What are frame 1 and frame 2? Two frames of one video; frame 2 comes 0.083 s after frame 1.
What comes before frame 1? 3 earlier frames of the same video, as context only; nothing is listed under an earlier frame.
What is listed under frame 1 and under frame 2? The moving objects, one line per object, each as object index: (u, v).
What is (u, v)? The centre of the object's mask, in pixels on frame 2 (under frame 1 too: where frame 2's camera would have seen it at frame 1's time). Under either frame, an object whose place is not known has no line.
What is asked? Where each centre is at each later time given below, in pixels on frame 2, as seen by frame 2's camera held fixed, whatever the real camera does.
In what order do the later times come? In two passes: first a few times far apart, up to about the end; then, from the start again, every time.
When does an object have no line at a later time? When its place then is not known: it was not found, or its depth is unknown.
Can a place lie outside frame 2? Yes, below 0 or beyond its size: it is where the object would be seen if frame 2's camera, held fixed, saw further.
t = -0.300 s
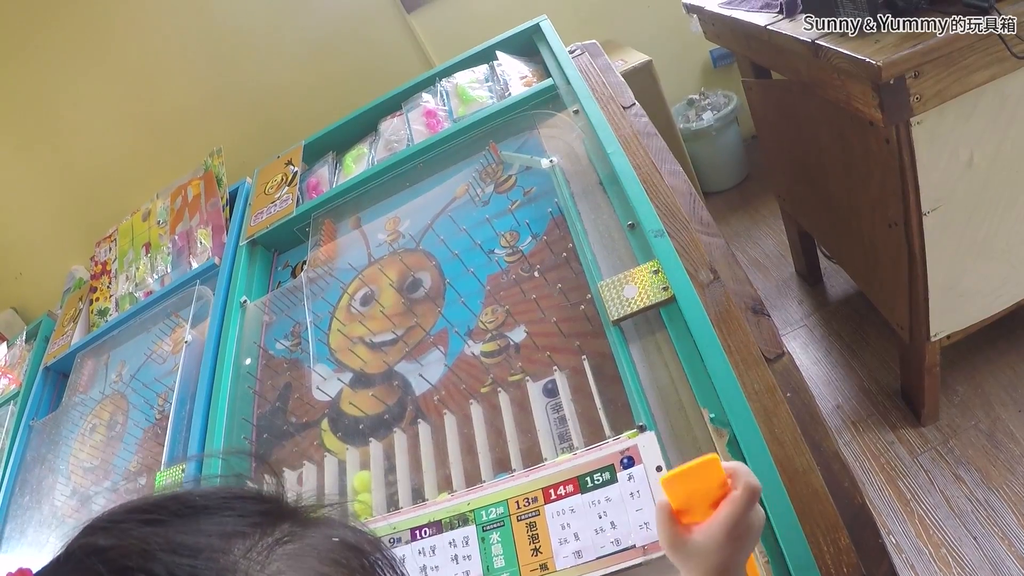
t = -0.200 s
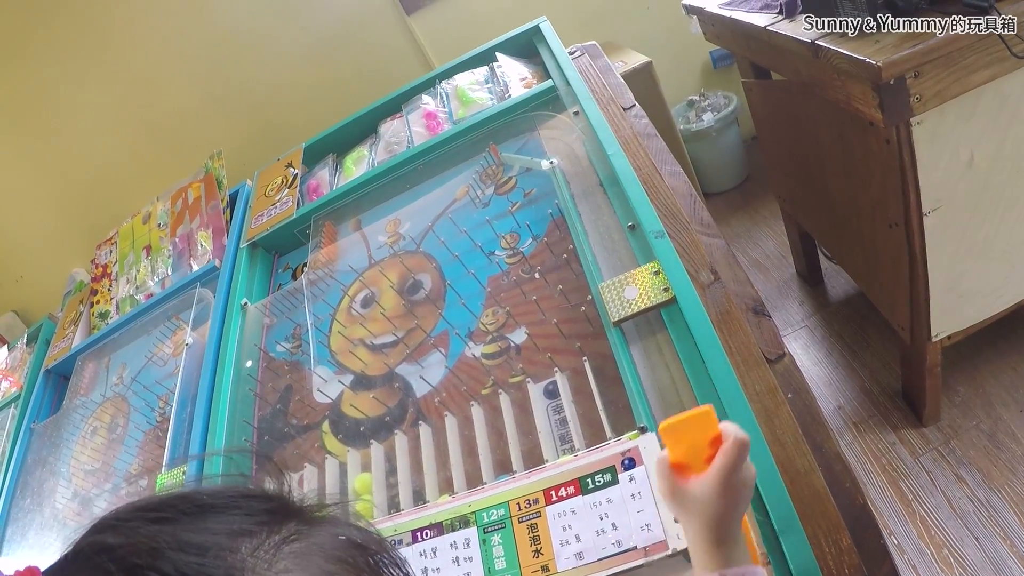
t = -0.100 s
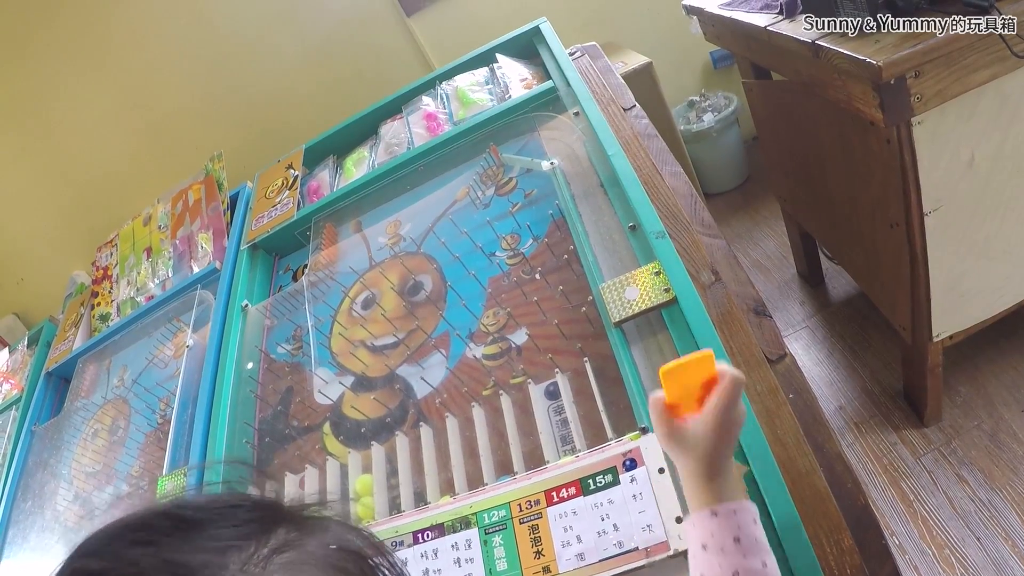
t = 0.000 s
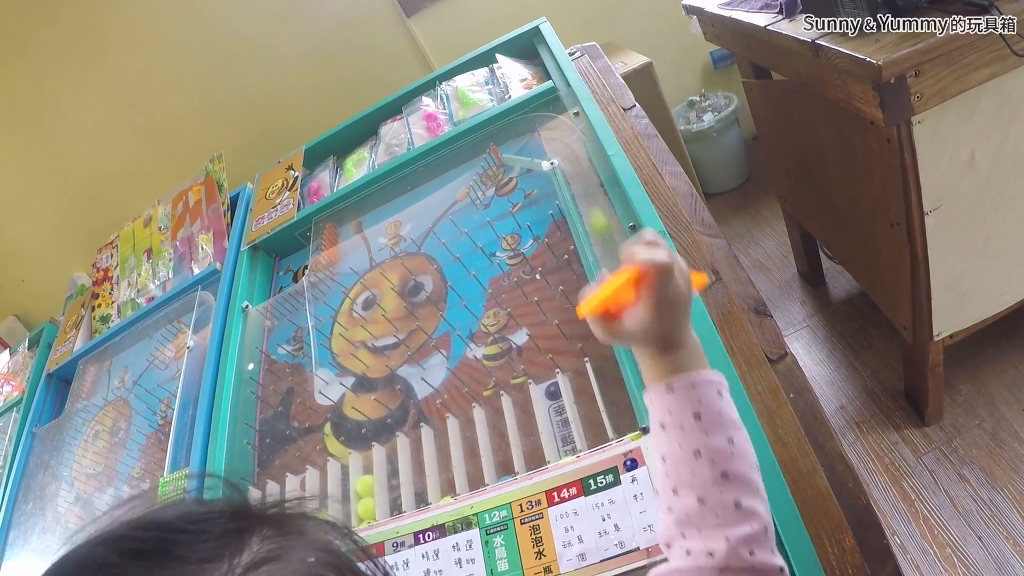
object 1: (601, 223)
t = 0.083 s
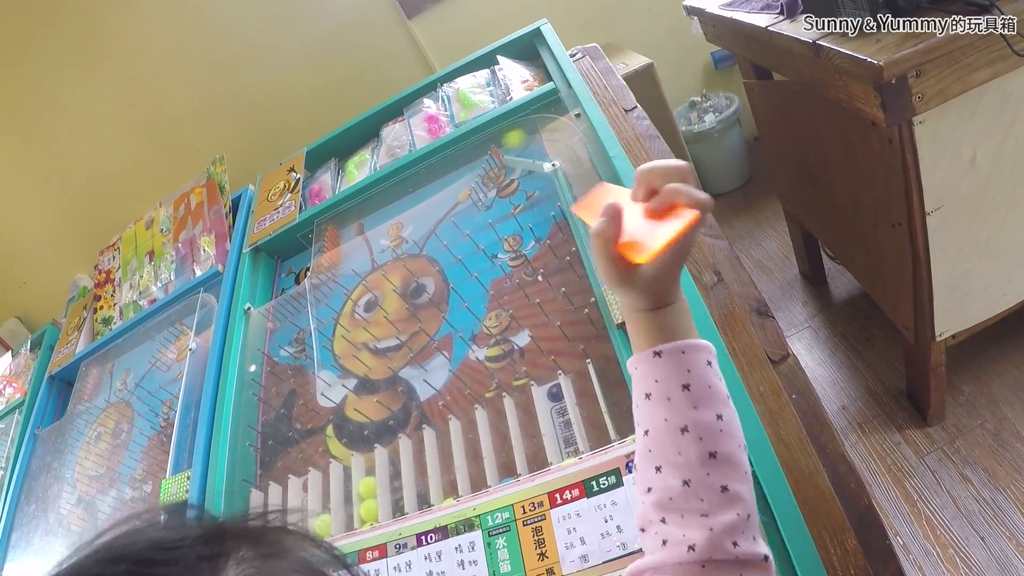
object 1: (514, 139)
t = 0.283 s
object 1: (369, 256)
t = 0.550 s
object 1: (349, 246)
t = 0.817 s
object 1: (323, 300)
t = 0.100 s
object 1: (488, 148)
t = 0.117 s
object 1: (467, 161)
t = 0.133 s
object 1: (446, 174)
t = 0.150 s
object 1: (424, 185)
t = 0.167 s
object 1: (403, 196)
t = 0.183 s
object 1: (383, 209)
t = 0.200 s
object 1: (363, 220)
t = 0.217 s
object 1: (346, 231)
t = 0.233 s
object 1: (342, 235)
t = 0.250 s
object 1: (348, 239)
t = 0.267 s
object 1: (358, 247)
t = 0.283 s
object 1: (369, 256)
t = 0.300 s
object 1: (376, 260)
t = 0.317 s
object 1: (372, 248)
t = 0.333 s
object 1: (370, 240)
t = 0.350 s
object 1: (368, 233)
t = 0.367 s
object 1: (366, 226)
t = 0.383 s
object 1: (364, 220)
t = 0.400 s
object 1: (362, 218)
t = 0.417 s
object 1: (361, 220)
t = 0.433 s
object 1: (360, 222)
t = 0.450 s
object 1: (358, 225)
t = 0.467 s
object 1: (357, 227)
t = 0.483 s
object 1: (355, 231)
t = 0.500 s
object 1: (354, 233)
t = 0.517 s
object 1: (352, 237)
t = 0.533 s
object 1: (350, 242)
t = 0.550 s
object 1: (349, 246)
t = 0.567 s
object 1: (347, 251)
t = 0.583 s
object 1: (345, 256)
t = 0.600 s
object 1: (344, 261)
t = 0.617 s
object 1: (342, 267)
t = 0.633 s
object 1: (340, 272)
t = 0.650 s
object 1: (338, 279)
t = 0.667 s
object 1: (336, 286)
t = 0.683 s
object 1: (334, 292)
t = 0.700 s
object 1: (332, 299)
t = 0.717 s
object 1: (330, 307)
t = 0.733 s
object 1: (324, 311)
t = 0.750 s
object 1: (326, 307)
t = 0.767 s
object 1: (325, 304)
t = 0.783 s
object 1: (324, 301)
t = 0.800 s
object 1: (324, 301)
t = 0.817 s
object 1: (323, 300)
